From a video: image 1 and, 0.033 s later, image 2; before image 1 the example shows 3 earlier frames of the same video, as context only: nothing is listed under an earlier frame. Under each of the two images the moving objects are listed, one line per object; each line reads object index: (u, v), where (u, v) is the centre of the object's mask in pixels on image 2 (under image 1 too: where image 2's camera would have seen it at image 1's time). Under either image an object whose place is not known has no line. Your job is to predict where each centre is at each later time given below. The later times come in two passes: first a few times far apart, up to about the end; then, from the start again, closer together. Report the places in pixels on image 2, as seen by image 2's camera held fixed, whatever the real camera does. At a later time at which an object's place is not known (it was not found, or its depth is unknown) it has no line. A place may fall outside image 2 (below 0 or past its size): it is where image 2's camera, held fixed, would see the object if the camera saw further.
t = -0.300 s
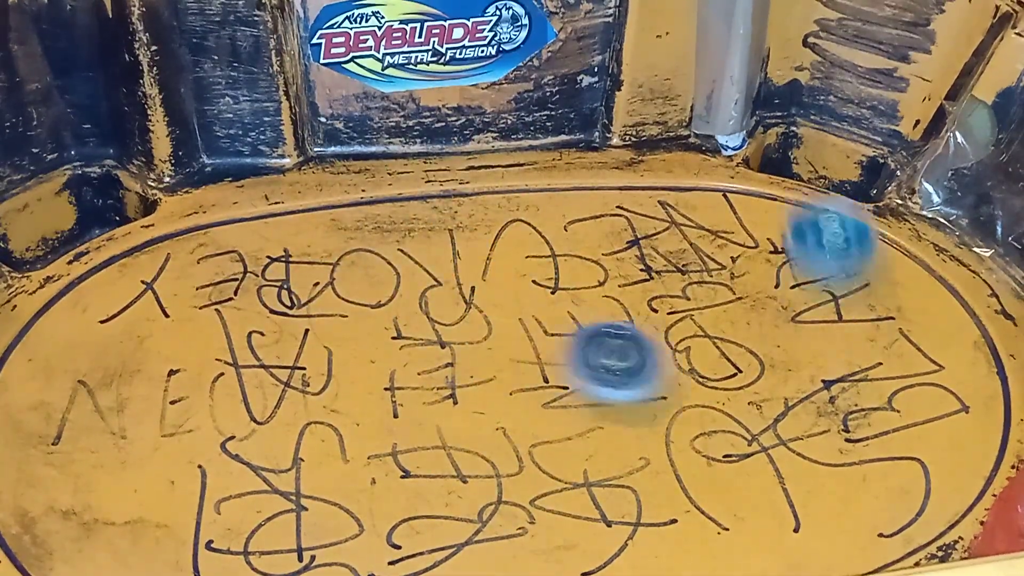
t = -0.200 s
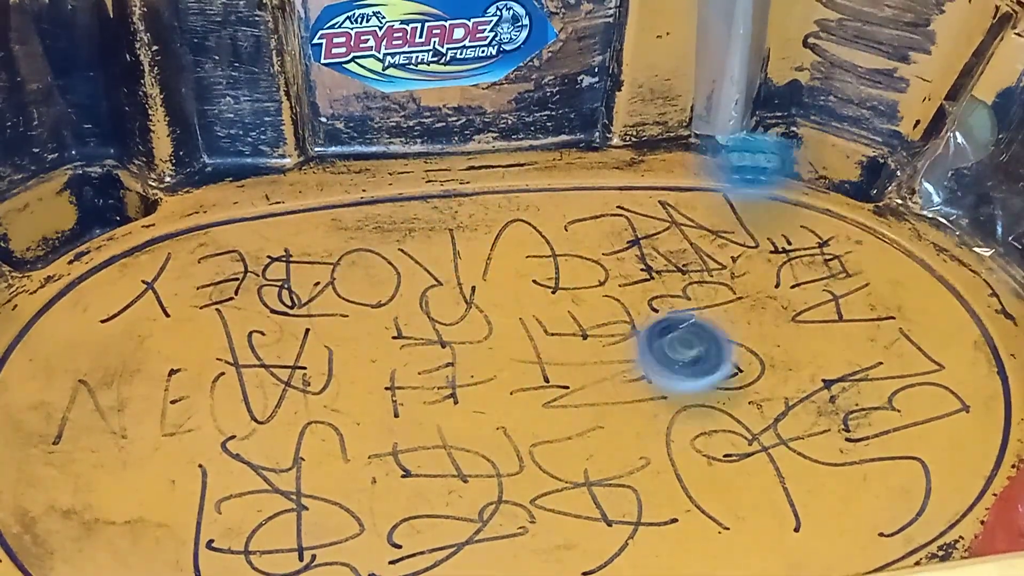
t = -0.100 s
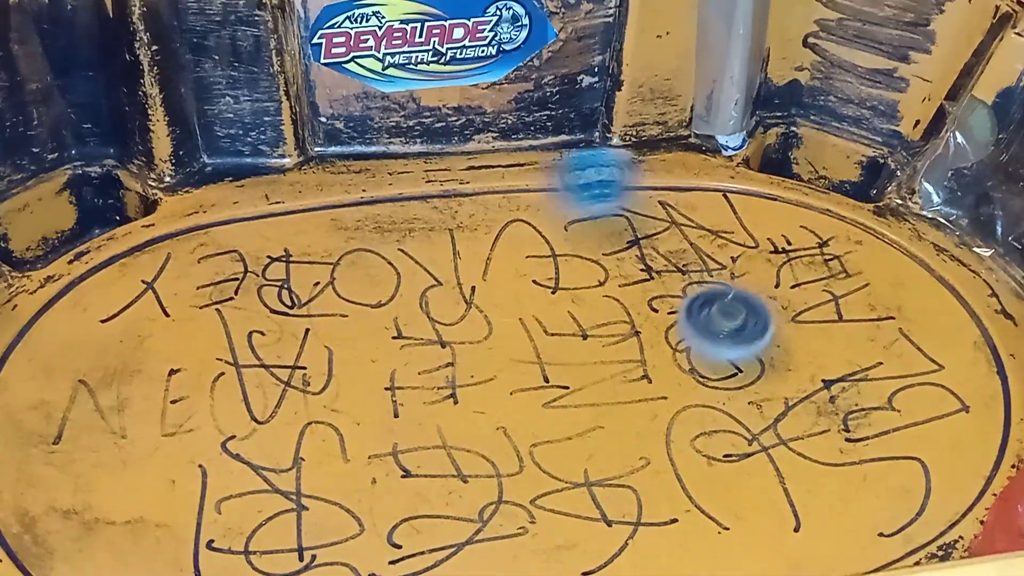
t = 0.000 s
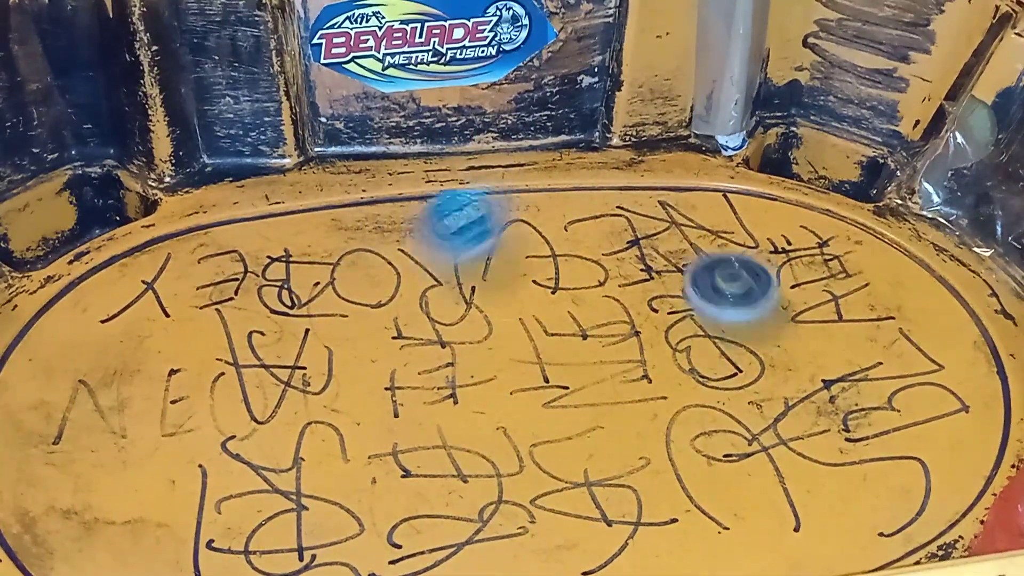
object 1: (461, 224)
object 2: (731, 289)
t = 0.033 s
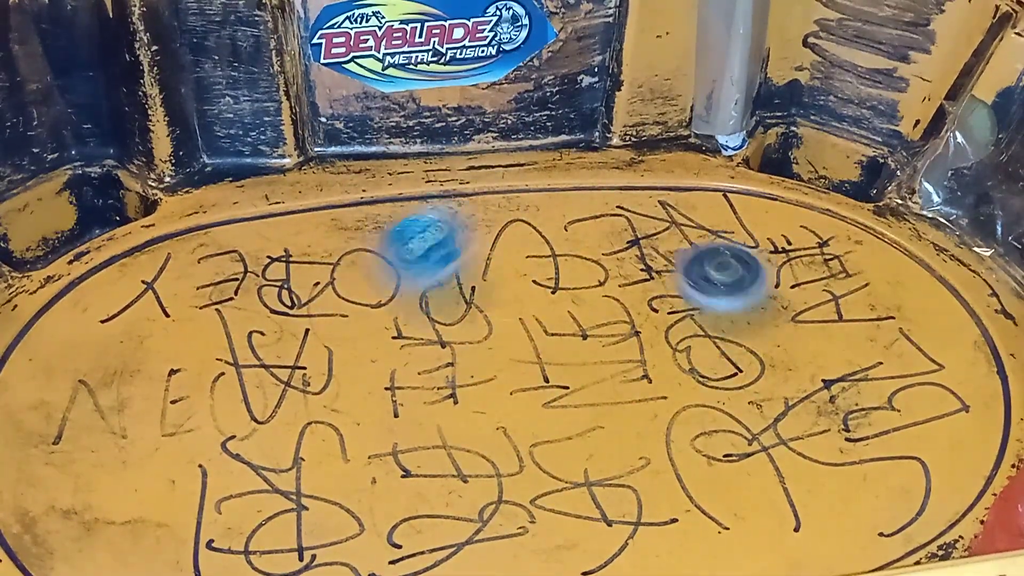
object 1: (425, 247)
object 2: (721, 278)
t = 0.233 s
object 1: (408, 501)
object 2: (602, 274)
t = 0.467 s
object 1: (884, 518)
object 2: (495, 387)
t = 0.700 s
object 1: (866, 266)
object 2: (553, 514)
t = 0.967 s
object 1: (423, 223)
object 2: (717, 464)
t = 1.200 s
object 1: (68, 442)
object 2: (580, 362)
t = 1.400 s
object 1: (315, 566)
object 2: (398, 353)
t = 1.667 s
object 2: (140, 449)
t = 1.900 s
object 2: (132, 547)
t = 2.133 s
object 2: (354, 518)
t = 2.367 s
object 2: (409, 375)
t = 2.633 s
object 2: (315, 302)
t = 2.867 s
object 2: (289, 246)
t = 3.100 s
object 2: (58, 224)
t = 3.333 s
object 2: (59, 186)
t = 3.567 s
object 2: (134, 188)
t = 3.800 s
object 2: (41, 222)
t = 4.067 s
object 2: (74, 105)
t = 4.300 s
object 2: (42, 242)
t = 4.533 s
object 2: (46, 242)
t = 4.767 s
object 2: (44, 243)
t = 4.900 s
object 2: (45, 243)
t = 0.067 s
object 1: (393, 277)
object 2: (708, 270)
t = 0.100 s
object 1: (372, 311)
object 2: (691, 264)
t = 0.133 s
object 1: (361, 351)
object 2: (671, 261)
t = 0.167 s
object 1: (362, 397)
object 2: (649, 263)
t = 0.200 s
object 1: (376, 454)
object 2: (626, 266)
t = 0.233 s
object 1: (408, 501)
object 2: (602, 274)
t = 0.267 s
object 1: (454, 530)
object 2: (578, 284)
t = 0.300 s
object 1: (519, 543)
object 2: (556, 298)
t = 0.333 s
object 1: (587, 550)
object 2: (537, 314)
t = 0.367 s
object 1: (676, 550)
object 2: (520, 331)
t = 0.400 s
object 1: (745, 547)
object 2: (507, 350)
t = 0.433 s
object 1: (819, 535)
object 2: (498, 369)
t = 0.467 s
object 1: (884, 518)
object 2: (495, 387)
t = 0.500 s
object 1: (933, 486)
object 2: (489, 412)
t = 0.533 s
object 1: (963, 444)
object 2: (485, 435)
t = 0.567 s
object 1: (968, 405)
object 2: (485, 455)
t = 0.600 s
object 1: (958, 364)
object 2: (493, 473)
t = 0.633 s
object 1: (935, 327)
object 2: (506, 490)
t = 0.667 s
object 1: (906, 297)
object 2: (527, 505)
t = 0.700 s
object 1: (866, 266)
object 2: (553, 514)
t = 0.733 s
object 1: (823, 244)
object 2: (584, 521)
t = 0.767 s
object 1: (774, 225)
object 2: (612, 524)
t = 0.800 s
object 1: (718, 212)
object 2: (641, 522)
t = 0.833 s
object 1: (660, 201)
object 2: (666, 515)
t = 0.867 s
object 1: (602, 198)
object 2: (687, 506)
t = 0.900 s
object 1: (543, 202)
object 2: (702, 494)
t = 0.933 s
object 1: (480, 212)
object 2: (713, 480)
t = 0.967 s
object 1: (423, 223)
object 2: (717, 464)
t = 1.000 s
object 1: (364, 242)
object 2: (714, 447)
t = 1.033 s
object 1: (310, 263)
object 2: (703, 429)
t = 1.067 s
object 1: (258, 290)
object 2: (685, 412)
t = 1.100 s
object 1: (211, 322)
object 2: (662, 397)
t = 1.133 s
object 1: (162, 359)
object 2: (637, 383)
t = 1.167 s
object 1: (116, 395)
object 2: (608, 371)
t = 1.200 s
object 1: (68, 442)
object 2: (580, 362)
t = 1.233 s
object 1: (49, 486)
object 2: (550, 358)
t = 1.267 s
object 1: (48, 525)
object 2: (522, 355)
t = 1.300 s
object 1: (101, 536)
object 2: (492, 354)
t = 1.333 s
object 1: (179, 552)
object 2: (460, 352)
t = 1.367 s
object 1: (251, 561)
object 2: (427, 352)
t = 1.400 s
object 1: (315, 566)
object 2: (398, 353)
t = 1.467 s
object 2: (342, 370)
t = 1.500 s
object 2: (313, 382)
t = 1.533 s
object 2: (280, 396)
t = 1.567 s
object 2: (247, 408)
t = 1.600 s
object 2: (210, 420)
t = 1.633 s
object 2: (172, 433)
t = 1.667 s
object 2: (140, 449)
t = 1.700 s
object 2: (116, 468)
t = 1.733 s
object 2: (101, 486)
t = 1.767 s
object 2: (92, 504)
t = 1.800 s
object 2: (90, 523)
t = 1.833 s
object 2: (97, 534)
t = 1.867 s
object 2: (109, 542)
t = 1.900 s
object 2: (132, 547)
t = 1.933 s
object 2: (162, 550)
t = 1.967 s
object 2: (196, 551)
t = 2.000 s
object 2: (226, 549)
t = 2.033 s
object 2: (260, 544)
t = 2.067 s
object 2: (292, 538)
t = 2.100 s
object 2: (326, 531)
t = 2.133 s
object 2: (354, 518)
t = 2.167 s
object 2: (379, 499)
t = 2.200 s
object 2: (398, 477)
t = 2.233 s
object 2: (410, 455)
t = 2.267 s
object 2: (415, 431)
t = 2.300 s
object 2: (417, 410)
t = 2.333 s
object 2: (414, 393)
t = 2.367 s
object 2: (409, 375)
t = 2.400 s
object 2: (400, 360)
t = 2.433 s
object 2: (388, 346)
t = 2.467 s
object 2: (374, 336)
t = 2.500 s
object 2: (360, 328)
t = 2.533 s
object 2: (348, 322)
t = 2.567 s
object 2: (336, 315)
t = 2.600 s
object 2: (325, 309)
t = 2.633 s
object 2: (315, 302)
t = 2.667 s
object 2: (305, 294)
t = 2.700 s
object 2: (299, 288)
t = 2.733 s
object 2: (294, 280)
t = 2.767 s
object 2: (291, 271)
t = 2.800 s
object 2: (292, 263)
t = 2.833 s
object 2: (292, 254)
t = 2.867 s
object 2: (289, 246)
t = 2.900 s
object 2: (281, 238)
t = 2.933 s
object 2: (272, 232)
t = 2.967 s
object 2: (259, 226)
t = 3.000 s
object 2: (243, 222)
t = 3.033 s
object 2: (193, 214)
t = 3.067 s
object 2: (116, 215)
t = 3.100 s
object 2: (58, 224)
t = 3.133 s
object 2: (52, 228)
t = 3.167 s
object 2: (70, 215)
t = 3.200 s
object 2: (82, 195)
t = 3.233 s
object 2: (94, 189)
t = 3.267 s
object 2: (80, 177)
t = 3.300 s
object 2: (64, 171)
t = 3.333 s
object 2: (59, 186)
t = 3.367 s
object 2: (58, 203)
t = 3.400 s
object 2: (42, 182)
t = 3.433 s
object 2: (37, 182)
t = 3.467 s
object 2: (37, 207)
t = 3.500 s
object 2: (57, 211)
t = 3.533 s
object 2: (94, 201)
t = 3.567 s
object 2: (134, 188)
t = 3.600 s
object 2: (121, 174)
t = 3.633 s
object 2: (107, 177)
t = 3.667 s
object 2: (95, 196)
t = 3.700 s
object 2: (78, 209)
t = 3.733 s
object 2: (61, 207)
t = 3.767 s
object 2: (50, 209)
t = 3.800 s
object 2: (41, 222)
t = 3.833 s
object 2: (42, 230)
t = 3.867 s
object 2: (56, 232)
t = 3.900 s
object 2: (79, 220)
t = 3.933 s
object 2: (95, 187)
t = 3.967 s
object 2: (73, 138)
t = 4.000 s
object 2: (64, 107)
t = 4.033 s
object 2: (68, 96)
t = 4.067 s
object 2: (74, 105)
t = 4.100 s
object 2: (85, 130)
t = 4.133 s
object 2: (94, 171)
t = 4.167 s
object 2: (77, 206)
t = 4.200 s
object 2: (54, 231)
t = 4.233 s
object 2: (44, 232)
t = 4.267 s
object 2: (43, 240)
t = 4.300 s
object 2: (42, 242)
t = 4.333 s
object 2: (44, 243)
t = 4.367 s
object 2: (44, 243)
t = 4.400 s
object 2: (45, 243)
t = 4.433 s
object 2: (46, 242)
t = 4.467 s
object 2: (46, 242)
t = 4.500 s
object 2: (46, 242)
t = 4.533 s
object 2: (46, 242)
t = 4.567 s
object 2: (45, 243)
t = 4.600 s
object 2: (45, 243)
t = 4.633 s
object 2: (45, 243)
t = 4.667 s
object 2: (45, 243)
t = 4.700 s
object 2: (45, 243)
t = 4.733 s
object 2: (45, 243)
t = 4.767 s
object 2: (44, 243)
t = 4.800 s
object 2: (44, 243)
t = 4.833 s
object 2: (44, 243)
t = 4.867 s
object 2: (44, 243)
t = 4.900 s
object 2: (45, 243)
